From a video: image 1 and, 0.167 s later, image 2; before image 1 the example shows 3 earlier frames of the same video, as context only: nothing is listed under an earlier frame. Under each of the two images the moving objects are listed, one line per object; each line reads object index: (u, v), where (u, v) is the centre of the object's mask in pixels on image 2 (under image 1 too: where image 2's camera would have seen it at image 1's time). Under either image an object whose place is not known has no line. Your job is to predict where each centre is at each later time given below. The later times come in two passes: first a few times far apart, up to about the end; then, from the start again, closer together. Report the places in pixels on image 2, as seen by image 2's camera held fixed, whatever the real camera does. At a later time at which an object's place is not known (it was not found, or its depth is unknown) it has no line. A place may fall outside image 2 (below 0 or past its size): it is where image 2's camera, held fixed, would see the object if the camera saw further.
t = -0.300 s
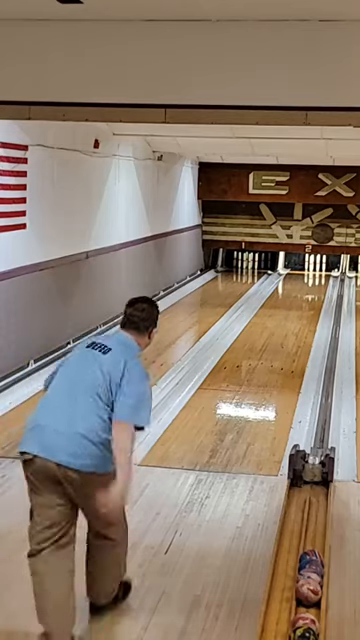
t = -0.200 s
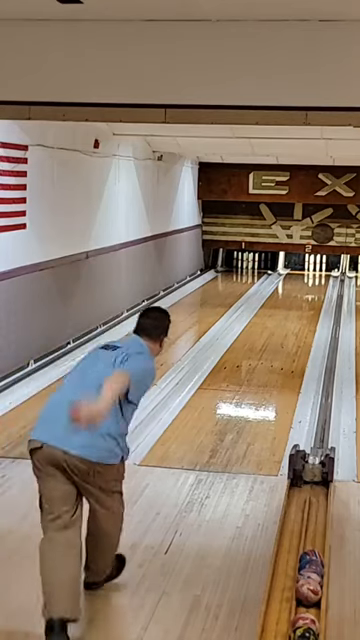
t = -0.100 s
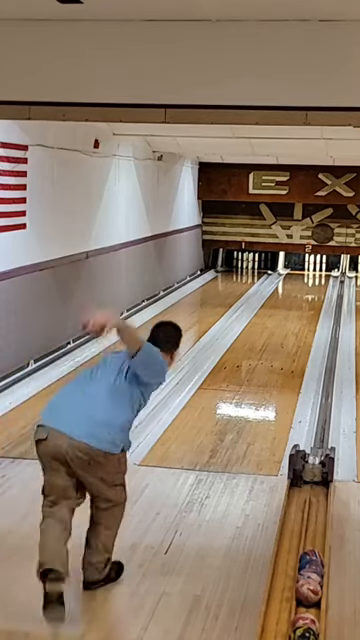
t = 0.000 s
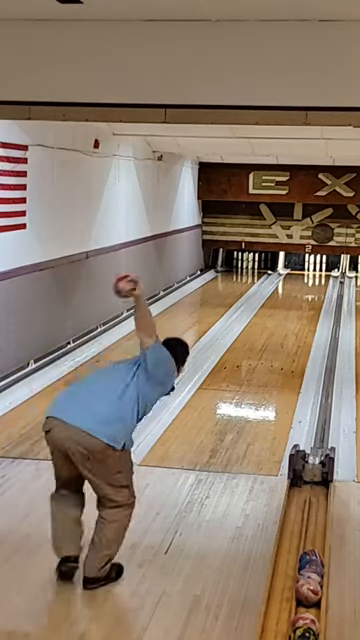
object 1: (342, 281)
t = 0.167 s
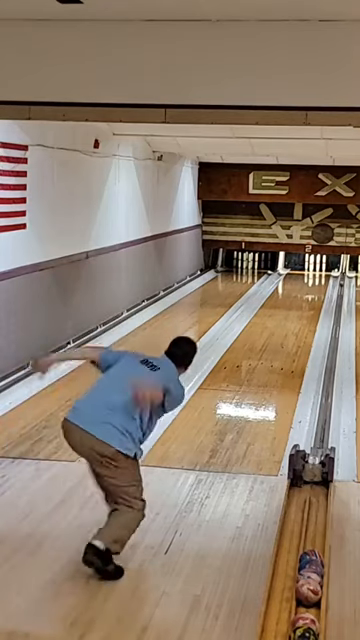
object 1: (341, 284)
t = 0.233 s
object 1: (341, 284)
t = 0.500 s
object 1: (340, 290)
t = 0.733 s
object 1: (340, 292)
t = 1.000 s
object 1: (339, 296)
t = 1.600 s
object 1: (338, 309)
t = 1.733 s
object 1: (338, 311)
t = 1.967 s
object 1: (337, 317)
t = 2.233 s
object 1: (336, 324)
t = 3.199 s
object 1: (332, 353)
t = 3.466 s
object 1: (330, 363)
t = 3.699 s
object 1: (329, 372)
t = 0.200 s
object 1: (341, 285)
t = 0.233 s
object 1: (341, 284)
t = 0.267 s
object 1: (341, 285)
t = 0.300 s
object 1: (341, 286)
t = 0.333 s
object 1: (341, 288)
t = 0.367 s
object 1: (341, 288)
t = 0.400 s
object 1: (340, 289)
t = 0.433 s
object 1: (340, 290)
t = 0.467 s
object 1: (340, 290)
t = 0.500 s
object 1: (340, 290)
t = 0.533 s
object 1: (340, 290)
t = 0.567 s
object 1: (340, 290)
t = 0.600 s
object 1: (340, 291)
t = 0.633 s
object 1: (340, 291)
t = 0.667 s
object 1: (340, 291)
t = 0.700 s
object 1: (340, 292)
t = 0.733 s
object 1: (340, 292)
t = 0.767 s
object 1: (340, 293)
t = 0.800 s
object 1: (340, 293)
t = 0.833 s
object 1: (340, 294)
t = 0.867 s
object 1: (340, 294)
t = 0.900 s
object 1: (340, 294)
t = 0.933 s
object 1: (340, 295)
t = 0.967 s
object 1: (340, 295)
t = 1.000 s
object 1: (339, 296)
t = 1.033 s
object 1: (340, 296)
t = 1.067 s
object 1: (340, 297)
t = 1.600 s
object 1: (338, 309)
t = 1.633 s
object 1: (338, 309)
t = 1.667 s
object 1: (338, 310)
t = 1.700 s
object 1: (338, 311)
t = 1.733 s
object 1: (338, 311)
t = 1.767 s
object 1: (338, 312)
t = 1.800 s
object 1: (337, 313)
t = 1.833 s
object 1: (337, 314)
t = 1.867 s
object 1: (337, 314)
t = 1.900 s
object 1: (337, 315)
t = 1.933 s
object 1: (337, 316)
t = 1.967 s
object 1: (337, 317)
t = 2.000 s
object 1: (337, 318)
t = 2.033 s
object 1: (337, 318)
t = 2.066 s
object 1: (337, 319)
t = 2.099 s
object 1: (336, 320)
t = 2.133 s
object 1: (336, 321)
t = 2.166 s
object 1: (336, 322)
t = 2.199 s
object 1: (336, 323)
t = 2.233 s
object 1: (336, 324)
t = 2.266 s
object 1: (336, 324)
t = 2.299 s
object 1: (336, 325)
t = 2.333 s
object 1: (336, 326)
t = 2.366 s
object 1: (335, 327)
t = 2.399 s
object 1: (335, 328)
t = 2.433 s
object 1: (335, 329)
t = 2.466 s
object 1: (335, 330)
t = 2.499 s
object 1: (335, 331)
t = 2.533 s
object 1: (335, 331)
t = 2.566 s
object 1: (335, 332)
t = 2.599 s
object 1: (335, 333)
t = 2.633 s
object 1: (335, 335)
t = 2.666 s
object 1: (334, 335)
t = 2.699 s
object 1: (334, 336)
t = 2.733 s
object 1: (334, 337)
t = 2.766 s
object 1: (334, 338)
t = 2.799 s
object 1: (334, 340)
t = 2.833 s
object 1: (334, 341)
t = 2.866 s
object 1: (333, 342)
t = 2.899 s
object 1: (333, 343)
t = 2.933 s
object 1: (333, 343)
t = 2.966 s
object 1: (333, 345)
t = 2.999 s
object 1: (333, 345)
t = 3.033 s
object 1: (333, 347)
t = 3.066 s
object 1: (332, 349)
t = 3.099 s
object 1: (332, 350)
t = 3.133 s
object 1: (332, 351)
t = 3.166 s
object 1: (332, 351)
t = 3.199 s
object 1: (332, 353)
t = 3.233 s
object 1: (332, 354)
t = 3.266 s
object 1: (331, 356)
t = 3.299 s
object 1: (331, 357)
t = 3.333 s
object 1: (331, 358)
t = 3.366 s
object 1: (331, 359)
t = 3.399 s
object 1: (330, 360)
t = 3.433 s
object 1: (330, 361)
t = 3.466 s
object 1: (330, 363)
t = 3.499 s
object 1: (330, 364)
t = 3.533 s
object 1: (330, 366)
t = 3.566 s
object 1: (330, 367)
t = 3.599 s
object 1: (329, 369)
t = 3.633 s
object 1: (329, 369)
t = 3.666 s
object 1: (329, 371)
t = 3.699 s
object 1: (329, 372)
